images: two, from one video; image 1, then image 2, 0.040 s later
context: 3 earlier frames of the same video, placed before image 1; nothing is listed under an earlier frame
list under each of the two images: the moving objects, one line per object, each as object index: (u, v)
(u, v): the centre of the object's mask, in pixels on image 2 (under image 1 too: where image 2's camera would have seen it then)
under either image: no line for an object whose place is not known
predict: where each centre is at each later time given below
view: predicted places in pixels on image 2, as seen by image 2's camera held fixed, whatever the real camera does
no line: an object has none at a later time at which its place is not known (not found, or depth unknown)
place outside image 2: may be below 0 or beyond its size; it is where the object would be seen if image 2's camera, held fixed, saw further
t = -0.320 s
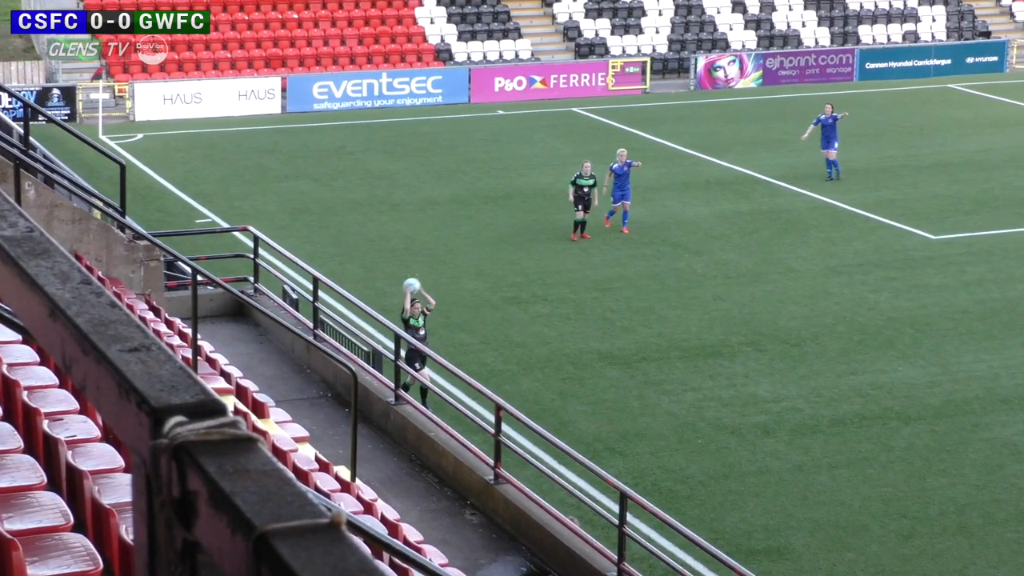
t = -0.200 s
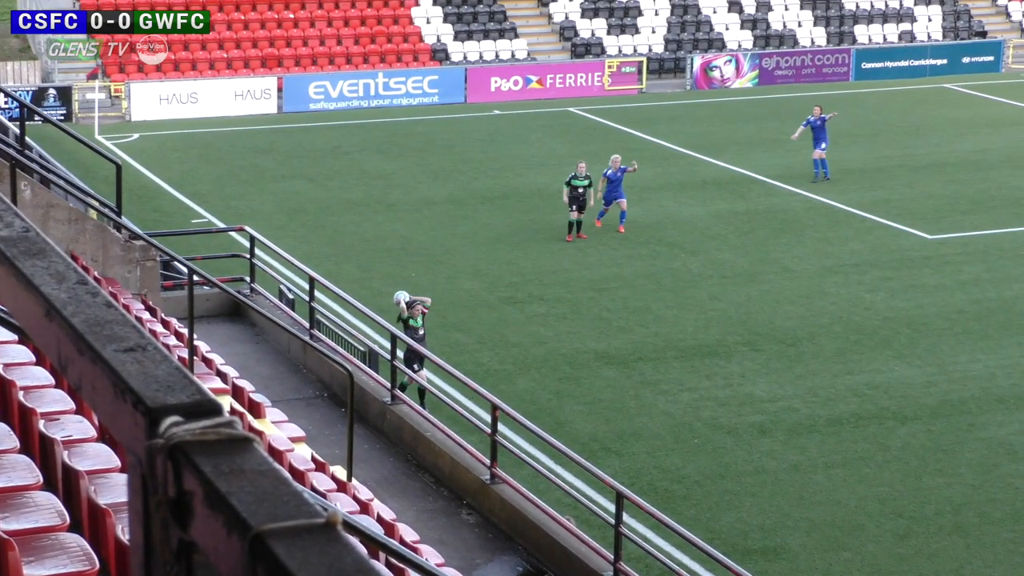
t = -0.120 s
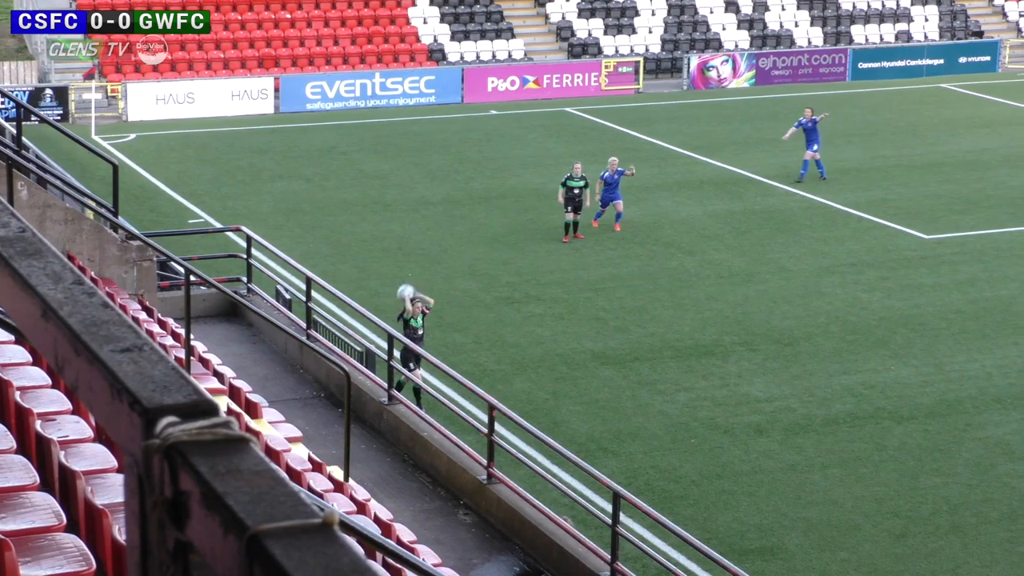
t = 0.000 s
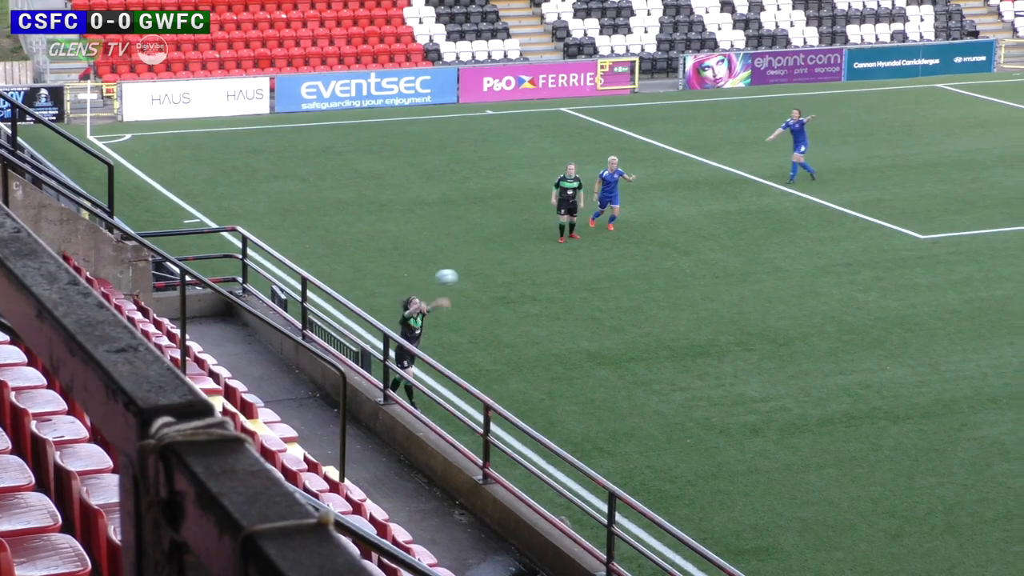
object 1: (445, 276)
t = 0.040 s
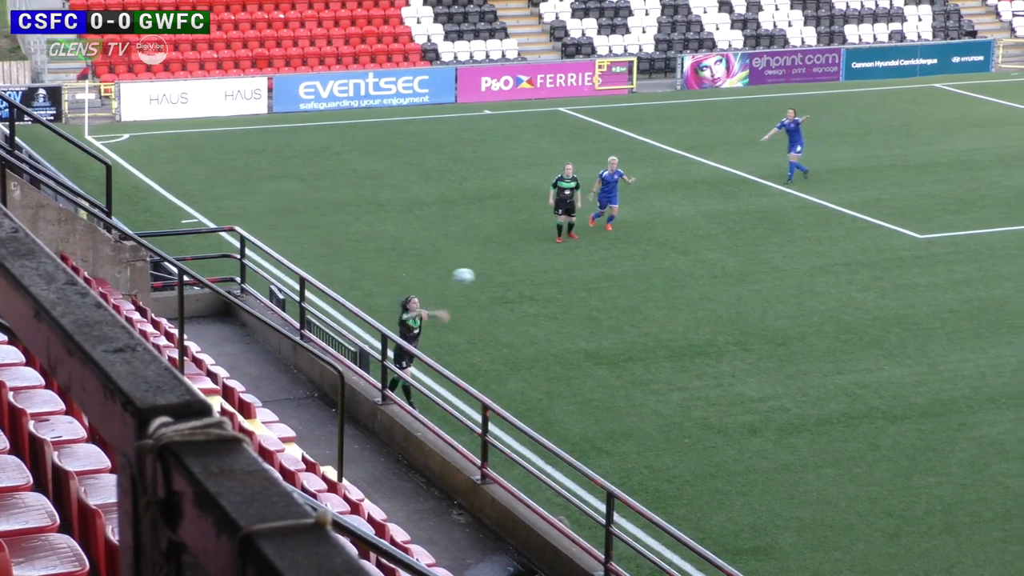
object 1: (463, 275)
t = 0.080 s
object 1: (482, 276)
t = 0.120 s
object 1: (501, 278)
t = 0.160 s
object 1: (520, 281)
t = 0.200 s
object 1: (539, 285)
